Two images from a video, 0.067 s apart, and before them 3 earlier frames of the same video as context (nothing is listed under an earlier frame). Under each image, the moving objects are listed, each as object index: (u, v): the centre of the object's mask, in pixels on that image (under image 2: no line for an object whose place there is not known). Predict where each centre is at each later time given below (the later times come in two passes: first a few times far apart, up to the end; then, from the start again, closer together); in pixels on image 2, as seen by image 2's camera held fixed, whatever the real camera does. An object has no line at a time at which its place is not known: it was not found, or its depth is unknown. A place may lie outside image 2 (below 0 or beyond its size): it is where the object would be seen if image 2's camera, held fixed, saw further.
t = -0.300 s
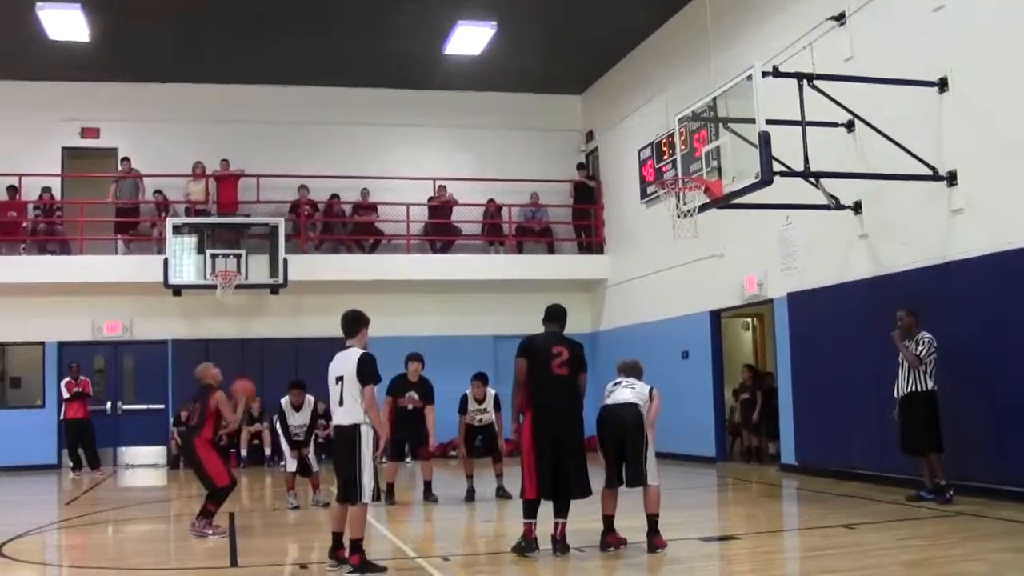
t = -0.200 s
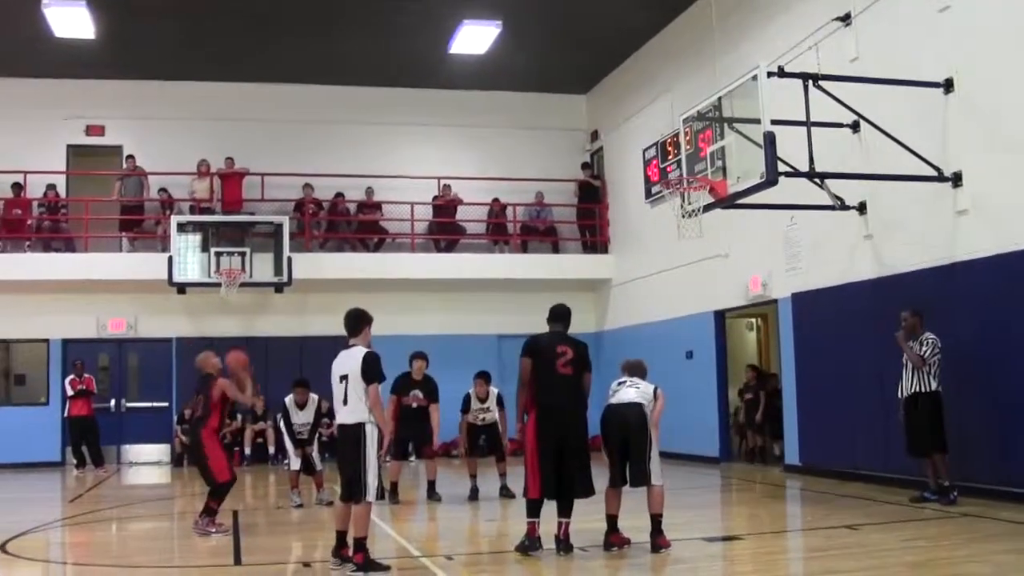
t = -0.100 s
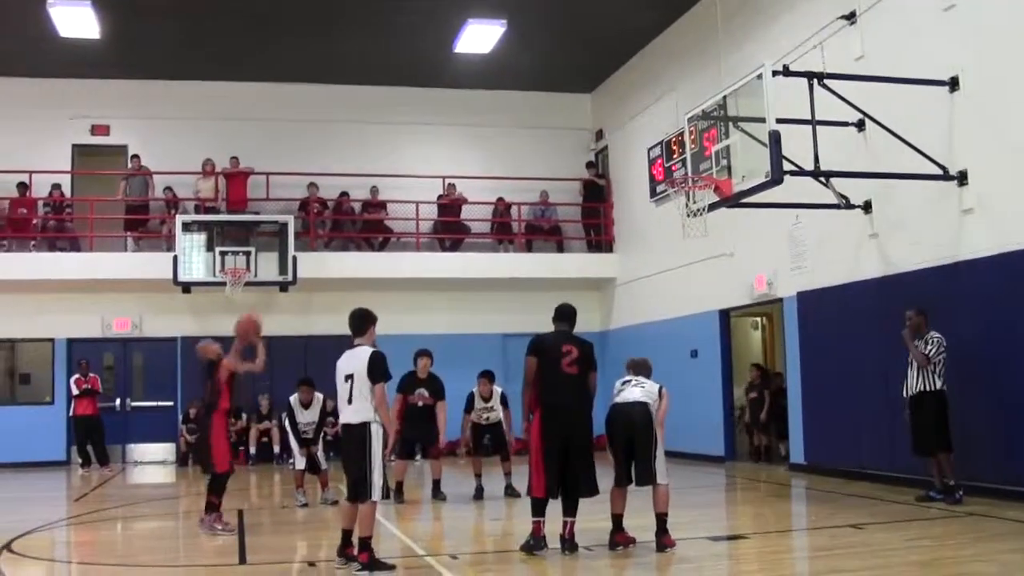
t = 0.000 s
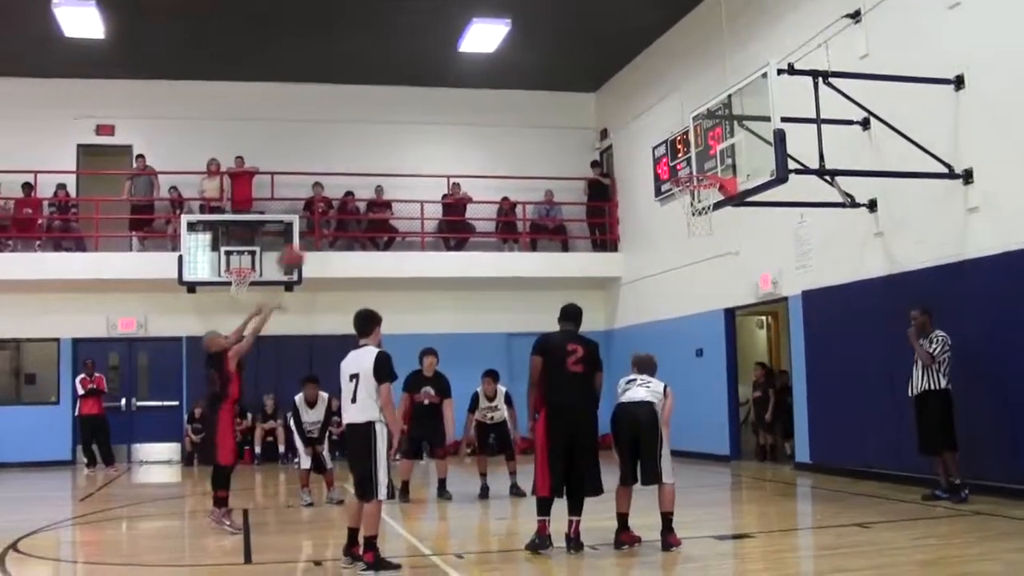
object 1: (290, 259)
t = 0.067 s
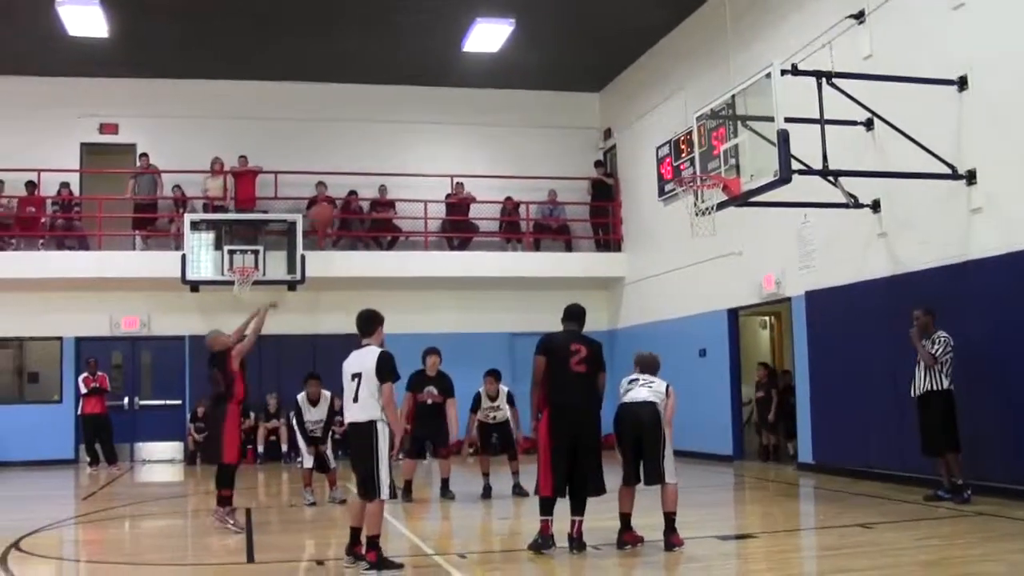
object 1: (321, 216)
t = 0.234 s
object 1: (390, 134)
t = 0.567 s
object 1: (523, 65)
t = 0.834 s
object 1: (619, 94)
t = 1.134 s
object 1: (705, 205)
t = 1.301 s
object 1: (684, 269)
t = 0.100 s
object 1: (336, 196)
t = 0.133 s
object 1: (350, 179)
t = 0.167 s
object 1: (364, 163)
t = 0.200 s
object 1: (378, 148)
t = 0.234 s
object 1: (390, 134)
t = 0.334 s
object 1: (430, 102)
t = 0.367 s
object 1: (445, 93)
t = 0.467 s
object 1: (483, 75)
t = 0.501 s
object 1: (497, 70)
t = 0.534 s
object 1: (507, 67)
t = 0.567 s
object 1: (523, 65)
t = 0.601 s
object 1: (534, 65)
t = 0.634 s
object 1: (546, 65)
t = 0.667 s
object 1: (558, 66)
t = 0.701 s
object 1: (571, 70)
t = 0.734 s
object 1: (583, 75)
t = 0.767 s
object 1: (596, 80)
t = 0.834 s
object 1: (619, 94)
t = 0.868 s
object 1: (632, 103)
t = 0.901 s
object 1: (645, 113)
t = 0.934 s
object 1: (657, 124)
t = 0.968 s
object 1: (670, 134)
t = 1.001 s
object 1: (682, 146)
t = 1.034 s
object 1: (696, 162)
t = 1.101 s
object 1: (708, 189)
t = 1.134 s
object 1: (705, 205)
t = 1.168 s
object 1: (699, 215)
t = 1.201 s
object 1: (695, 228)
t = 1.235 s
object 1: (692, 240)
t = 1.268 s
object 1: (688, 254)
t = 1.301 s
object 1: (684, 269)
